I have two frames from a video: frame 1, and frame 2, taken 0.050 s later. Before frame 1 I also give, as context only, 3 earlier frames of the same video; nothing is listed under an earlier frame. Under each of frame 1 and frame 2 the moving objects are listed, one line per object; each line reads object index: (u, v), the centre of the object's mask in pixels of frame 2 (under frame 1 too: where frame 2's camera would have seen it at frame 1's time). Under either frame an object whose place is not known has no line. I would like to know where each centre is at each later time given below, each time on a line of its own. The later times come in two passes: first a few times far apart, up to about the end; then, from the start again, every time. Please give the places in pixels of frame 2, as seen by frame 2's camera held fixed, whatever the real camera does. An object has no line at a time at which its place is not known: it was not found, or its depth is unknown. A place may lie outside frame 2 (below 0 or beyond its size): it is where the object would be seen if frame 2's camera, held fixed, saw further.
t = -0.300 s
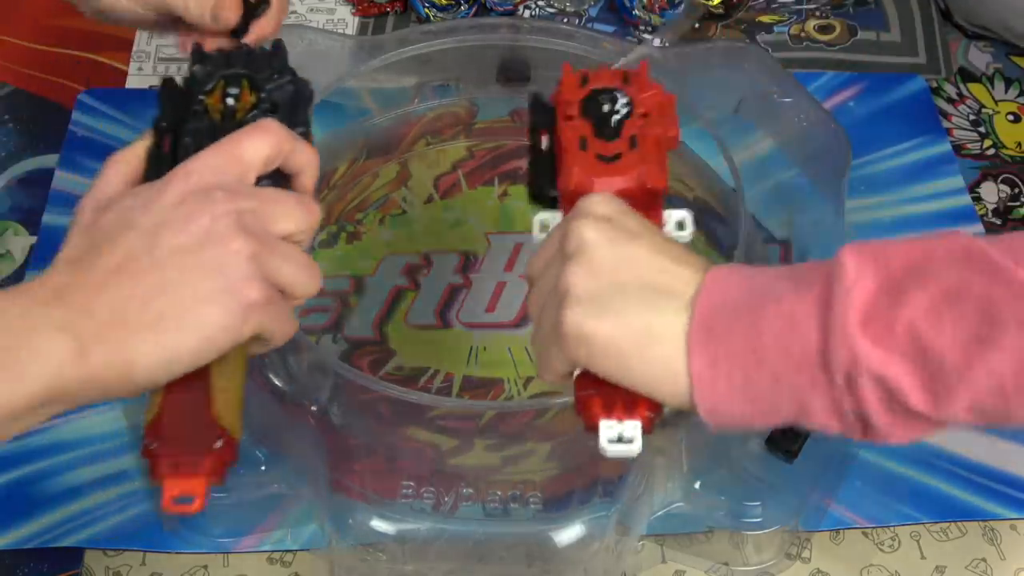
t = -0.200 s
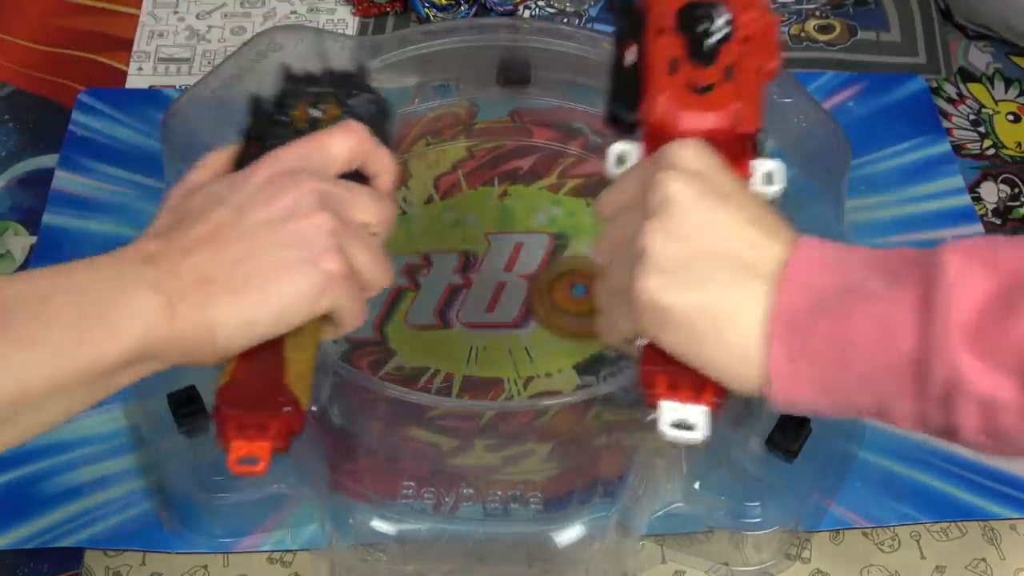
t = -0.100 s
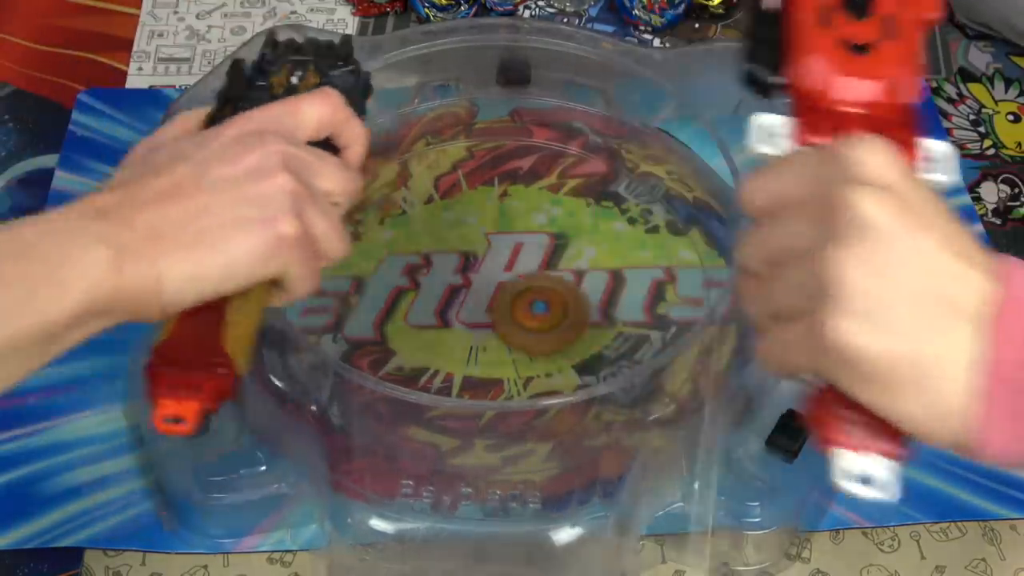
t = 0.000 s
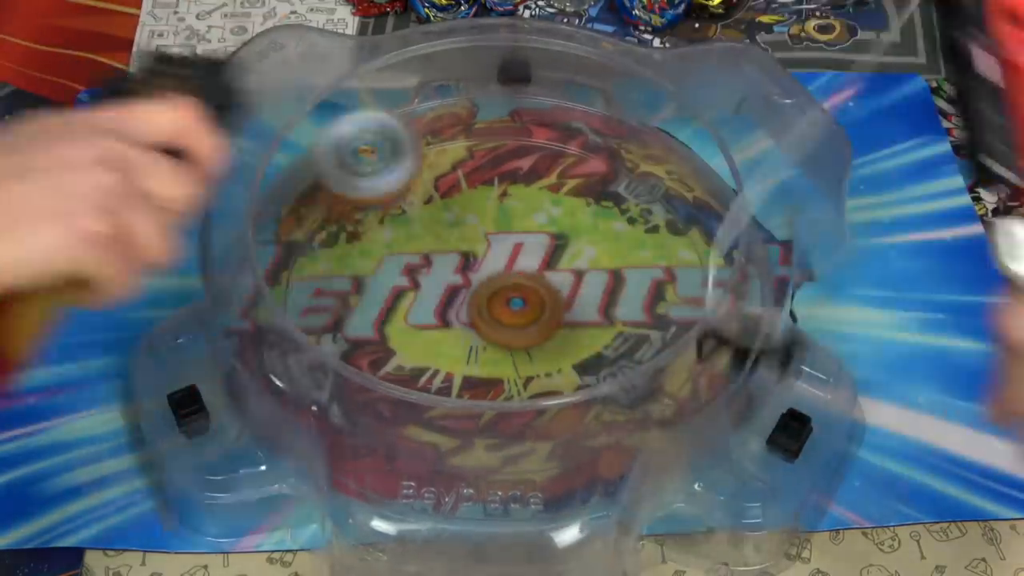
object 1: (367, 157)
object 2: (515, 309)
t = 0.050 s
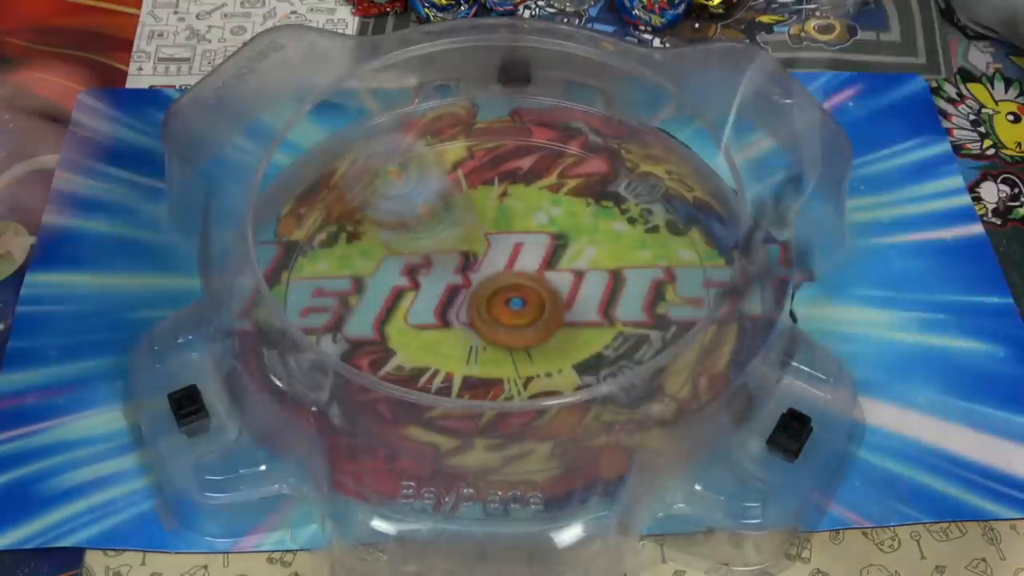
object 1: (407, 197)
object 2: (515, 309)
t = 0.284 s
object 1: (577, 226)
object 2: (540, 349)
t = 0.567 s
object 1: (623, 195)
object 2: (543, 345)
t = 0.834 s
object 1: (494, 200)
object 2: (533, 331)
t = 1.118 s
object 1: (401, 289)
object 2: (542, 337)
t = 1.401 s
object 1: (382, 304)
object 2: (557, 326)
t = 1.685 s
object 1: (438, 272)
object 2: (557, 323)
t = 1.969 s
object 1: (484, 211)
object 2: (565, 334)
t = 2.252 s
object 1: (475, 246)
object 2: (552, 327)
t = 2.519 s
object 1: (453, 261)
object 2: (541, 326)
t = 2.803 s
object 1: (423, 258)
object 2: (532, 324)
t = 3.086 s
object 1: (421, 275)
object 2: (550, 330)
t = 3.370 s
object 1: (401, 234)
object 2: (559, 324)
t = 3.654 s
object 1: (339, 218)
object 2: (638, 329)
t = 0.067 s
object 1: (422, 217)
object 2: (514, 309)
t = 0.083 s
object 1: (434, 222)
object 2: (515, 309)
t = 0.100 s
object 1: (451, 222)
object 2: (514, 308)
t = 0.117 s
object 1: (459, 220)
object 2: (515, 309)
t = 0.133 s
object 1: (464, 220)
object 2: (515, 308)
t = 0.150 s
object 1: (478, 220)
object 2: (516, 318)
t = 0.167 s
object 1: (506, 225)
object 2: (518, 322)
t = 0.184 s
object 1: (515, 228)
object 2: (521, 333)
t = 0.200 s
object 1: (533, 233)
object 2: (523, 336)
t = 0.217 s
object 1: (546, 227)
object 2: (525, 341)
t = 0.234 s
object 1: (552, 222)
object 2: (529, 344)
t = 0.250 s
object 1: (558, 221)
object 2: (533, 346)
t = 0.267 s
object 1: (571, 223)
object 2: (537, 349)
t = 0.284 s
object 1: (577, 226)
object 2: (540, 349)
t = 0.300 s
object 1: (586, 232)
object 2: (546, 350)
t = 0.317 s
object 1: (591, 229)
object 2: (549, 349)
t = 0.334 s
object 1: (595, 227)
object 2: (557, 347)
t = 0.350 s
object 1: (598, 229)
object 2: (560, 345)
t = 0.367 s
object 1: (604, 233)
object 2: (567, 341)
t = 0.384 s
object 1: (606, 235)
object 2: (573, 337)
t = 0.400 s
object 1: (608, 237)
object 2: (576, 333)
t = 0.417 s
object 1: (609, 237)
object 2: (578, 332)
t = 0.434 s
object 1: (612, 237)
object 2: (579, 331)
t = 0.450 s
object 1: (618, 228)
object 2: (576, 333)
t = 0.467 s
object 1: (621, 225)
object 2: (565, 337)
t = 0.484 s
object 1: (623, 219)
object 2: (559, 340)
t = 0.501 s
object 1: (626, 214)
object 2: (549, 346)
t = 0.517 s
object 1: (625, 210)
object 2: (547, 346)
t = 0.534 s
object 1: (626, 203)
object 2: (545, 347)
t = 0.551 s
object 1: (624, 199)
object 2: (544, 346)
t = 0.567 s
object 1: (623, 195)
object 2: (543, 345)
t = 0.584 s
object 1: (619, 192)
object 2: (543, 345)
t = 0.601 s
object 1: (615, 189)
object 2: (542, 344)
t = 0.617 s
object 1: (610, 187)
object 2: (542, 343)
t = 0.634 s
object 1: (604, 185)
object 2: (541, 342)
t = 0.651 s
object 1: (598, 185)
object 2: (541, 341)
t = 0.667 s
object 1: (589, 183)
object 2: (541, 340)
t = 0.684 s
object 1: (579, 183)
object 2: (540, 339)
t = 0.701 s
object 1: (573, 183)
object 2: (540, 339)
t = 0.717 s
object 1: (564, 183)
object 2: (539, 338)
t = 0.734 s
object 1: (552, 185)
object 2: (539, 337)
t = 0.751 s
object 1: (544, 187)
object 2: (538, 337)
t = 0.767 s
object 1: (532, 188)
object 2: (537, 336)
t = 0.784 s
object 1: (517, 191)
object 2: (536, 335)
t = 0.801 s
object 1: (512, 193)
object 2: (536, 334)
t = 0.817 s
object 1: (499, 198)
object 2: (535, 333)
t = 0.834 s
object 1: (494, 200)
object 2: (533, 331)
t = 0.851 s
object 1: (477, 208)
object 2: (532, 330)
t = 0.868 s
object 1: (472, 211)
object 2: (531, 329)
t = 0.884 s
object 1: (468, 215)
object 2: (530, 328)
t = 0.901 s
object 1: (462, 225)
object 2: (529, 327)
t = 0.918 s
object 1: (458, 228)
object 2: (527, 326)
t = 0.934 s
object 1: (452, 240)
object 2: (526, 324)
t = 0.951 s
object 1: (447, 244)
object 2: (524, 324)
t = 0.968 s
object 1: (447, 259)
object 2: (523, 323)
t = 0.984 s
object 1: (443, 261)
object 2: (528, 327)
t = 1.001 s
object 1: (432, 269)
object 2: (530, 330)
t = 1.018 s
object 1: (424, 271)
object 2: (535, 334)
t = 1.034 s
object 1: (419, 274)
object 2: (539, 337)
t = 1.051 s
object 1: (414, 277)
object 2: (540, 338)
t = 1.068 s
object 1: (409, 280)
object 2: (542, 339)
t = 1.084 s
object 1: (406, 282)
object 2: (542, 338)
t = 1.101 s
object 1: (403, 286)
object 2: (542, 338)
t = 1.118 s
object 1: (401, 289)
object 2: (542, 337)
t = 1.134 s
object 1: (400, 293)
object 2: (542, 336)
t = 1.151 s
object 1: (401, 296)
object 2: (541, 334)
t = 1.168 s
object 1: (401, 300)
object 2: (541, 333)
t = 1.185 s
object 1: (403, 302)
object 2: (541, 332)
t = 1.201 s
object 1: (406, 305)
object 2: (540, 330)
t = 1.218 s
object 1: (407, 308)
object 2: (539, 329)
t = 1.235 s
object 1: (410, 311)
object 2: (539, 328)
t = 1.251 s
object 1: (412, 313)
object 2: (539, 327)
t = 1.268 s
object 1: (425, 316)
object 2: (538, 326)
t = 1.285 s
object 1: (421, 314)
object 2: (544, 325)
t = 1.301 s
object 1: (419, 313)
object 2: (556, 326)
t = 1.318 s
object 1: (404, 313)
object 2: (557, 326)
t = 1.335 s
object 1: (401, 313)
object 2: (557, 327)
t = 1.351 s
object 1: (394, 310)
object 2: (557, 326)
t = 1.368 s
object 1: (389, 308)
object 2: (557, 326)
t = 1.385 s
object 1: (385, 305)
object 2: (557, 326)
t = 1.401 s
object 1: (382, 304)
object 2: (557, 326)
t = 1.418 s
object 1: (379, 301)
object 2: (557, 326)
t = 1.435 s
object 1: (378, 299)
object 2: (557, 325)
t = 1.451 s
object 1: (378, 297)
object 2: (557, 326)
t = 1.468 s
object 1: (379, 294)
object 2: (558, 326)
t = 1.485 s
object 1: (379, 293)
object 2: (557, 326)
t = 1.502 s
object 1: (382, 289)
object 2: (557, 325)
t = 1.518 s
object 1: (385, 288)
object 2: (558, 325)
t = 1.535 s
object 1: (388, 286)
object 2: (558, 325)
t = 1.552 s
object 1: (392, 285)
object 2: (558, 325)
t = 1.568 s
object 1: (396, 282)
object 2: (557, 325)
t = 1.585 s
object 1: (400, 281)
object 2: (558, 325)
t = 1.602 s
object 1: (408, 279)
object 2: (558, 324)
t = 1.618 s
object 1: (410, 277)
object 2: (558, 324)
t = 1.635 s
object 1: (420, 276)
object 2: (558, 324)
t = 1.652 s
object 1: (423, 276)
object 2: (558, 324)
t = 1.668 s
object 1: (432, 275)
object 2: (557, 324)
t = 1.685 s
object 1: (438, 272)
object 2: (557, 323)
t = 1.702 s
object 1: (446, 272)
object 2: (557, 323)
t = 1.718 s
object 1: (451, 270)
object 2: (557, 323)
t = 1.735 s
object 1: (460, 268)
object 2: (556, 323)
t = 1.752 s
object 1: (466, 268)
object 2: (556, 323)
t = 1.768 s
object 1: (473, 266)
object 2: (556, 323)
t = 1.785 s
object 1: (474, 260)
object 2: (561, 328)
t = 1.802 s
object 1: (479, 254)
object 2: (564, 332)
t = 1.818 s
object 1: (479, 248)
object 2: (565, 334)
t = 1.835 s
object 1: (481, 240)
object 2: (567, 337)
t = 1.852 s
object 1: (475, 233)
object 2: (566, 337)
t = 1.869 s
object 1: (475, 227)
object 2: (566, 336)
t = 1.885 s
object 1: (474, 223)
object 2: (566, 336)
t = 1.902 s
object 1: (483, 219)
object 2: (566, 335)
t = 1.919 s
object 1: (483, 216)
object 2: (565, 335)
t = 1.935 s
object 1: (484, 213)
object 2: (565, 335)
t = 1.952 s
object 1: (484, 212)
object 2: (565, 334)
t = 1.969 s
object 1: (484, 211)
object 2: (565, 334)
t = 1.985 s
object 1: (484, 211)
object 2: (565, 334)
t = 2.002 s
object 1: (484, 211)
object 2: (564, 334)
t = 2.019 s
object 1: (483, 211)
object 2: (564, 333)
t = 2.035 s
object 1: (483, 212)
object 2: (564, 333)
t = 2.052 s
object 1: (483, 213)
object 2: (563, 333)
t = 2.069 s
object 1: (482, 215)
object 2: (563, 332)
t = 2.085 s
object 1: (481, 217)
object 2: (562, 332)
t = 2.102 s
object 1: (480, 220)
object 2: (561, 332)
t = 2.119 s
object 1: (480, 222)
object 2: (561, 331)
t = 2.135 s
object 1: (479, 225)
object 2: (559, 330)
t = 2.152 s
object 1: (479, 227)
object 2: (559, 330)
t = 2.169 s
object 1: (478, 231)
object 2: (558, 330)
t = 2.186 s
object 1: (478, 233)
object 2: (557, 329)
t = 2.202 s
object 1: (477, 237)
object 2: (556, 329)
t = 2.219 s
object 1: (476, 239)
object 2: (554, 328)
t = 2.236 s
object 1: (476, 243)
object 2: (553, 328)
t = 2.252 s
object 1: (475, 246)
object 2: (552, 327)
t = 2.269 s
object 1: (476, 249)
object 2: (550, 326)
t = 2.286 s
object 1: (475, 251)
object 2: (549, 326)
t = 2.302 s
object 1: (475, 255)
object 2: (547, 325)
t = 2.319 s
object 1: (475, 257)
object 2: (546, 325)
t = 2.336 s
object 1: (474, 260)
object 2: (545, 325)
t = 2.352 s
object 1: (472, 261)
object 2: (545, 326)
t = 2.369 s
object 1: (470, 261)
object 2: (545, 328)
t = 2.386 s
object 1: (468, 262)
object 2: (545, 328)
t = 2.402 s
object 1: (467, 263)
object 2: (545, 328)
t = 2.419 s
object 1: (464, 262)
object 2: (544, 327)
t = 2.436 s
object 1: (463, 263)
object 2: (544, 327)
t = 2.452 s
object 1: (461, 262)
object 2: (543, 327)
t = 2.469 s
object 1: (459, 263)
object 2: (543, 327)
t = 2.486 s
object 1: (457, 262)
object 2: (542, 327)
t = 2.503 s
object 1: (455, 262)
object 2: (541, 326)
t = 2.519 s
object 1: (453, 261)
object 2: (541, 326)
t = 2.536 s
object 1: (450, 261)
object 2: (541, 326)
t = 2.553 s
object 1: (448, 260)
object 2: (540, 326)
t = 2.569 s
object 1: (447, 260)
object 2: (540, 326)
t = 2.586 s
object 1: (445, 260)
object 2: (539, 326)
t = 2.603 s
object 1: (443, 259)
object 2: (539, 325)
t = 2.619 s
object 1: (441, 259)
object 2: (538, 325)
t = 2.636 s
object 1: (439, 258)
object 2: (537, 325)
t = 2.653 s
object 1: (437, 257)
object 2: (537, 325)
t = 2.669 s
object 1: (435, 257)
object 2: (536, 325)
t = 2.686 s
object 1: (433, 257)
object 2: (536, 325)
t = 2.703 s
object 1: (432, 257)
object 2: (535, 325)
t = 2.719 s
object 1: (431, 257)
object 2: (535, 324)
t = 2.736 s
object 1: (429, 257)
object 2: (534, 324)
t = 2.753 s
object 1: (428, 257)
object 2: (533, 324)
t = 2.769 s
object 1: (427, 258)
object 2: (533, 323)
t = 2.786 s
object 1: (425, 258)
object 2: (532, 324)
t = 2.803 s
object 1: (423, 258)
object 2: (532, 324)
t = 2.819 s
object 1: (420, 258)
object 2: (531, 323)
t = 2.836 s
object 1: (417, 259)
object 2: (531, 323)
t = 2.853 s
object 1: (415, 259)
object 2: (530, 323)
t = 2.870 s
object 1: (413, 260)
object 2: (529, 323)
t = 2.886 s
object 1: (411, 261)
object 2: (529, 323)
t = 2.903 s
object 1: (410, 262)
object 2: (529, 322)
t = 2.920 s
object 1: (410, 263)
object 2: (528, 322)
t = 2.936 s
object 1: (409, 265)
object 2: (528, 322)
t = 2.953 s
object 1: (409, 267)
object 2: (527, 322)
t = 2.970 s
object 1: (410, 270)
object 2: (527, 321)
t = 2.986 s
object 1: (411, 272)
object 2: (526, 321)
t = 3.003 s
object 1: (414, 277)
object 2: (526, 321)
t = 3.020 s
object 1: (417, 280)
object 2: (526, 321)
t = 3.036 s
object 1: (422, 283)
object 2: (526, 321)
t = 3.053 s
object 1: (422, 281)
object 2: (532, 323)
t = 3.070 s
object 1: (423, 280)
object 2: (540, 328)
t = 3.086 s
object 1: (421, 275)
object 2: (550, 330)
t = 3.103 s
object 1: (420, 271)
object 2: (562, 336)
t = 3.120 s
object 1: (419, 266)
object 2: (570, 339)
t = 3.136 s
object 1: (419, 263)
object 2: (574, 340)
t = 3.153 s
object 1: (417, 259)
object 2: (579, 342)
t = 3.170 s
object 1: (418, 256)
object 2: (582, 342)
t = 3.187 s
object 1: (417, 252)
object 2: (584, 342)
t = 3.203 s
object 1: (415, 249)
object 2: (584, 341)
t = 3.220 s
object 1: (414, 246)
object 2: (584, 340)
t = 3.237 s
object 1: (413, 243)
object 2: (585, 339)
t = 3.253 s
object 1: (411, 241)
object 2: (583, 338)
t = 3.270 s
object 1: (409, 239)
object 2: (581, 336)
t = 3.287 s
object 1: (408, 238)
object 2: (579, 335)
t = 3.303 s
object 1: (407, 236)
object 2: (576, 333)
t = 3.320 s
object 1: (406, 235)
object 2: (574, 332)
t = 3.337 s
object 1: (404, 234)
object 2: (568, 328)
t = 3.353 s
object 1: (403, 234)
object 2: (565, 327)
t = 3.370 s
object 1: (401, 234)
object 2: (559, 324)
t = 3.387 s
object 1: (400, 235)
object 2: (555, 320)
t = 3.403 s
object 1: (399, 236)
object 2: (549, 317)
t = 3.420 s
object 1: (398, 238)
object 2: (544, 315)
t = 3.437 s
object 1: (398, 240)
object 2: (539, 311)
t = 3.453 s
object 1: (399, 242)
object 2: (533, 308)
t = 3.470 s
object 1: (400, 245)
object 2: (529, 305)
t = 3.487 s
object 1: (402, 247)
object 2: (524, 303)
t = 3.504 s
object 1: (406, 251)
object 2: (519, 300)
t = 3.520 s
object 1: (409, 253)
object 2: (516, 299)
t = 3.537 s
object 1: (413, 256)
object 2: (513, 297)
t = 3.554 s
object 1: (401, 249)
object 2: (531, 306)
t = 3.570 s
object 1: (390, 242)
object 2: (560, 315)
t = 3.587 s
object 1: (382, 236)
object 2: (573, 319)
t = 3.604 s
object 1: (369, 229)
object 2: (600, 327)
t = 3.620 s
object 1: (362, 226)
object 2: (613, 330)
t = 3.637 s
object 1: (347, 220)
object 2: (626, 330)
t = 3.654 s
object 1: (339, 218)
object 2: (638, 329)
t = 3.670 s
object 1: (332, 213)
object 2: (642, 328)
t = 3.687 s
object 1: (323, 211)
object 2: (649, 326)
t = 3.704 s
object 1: (319, 212)
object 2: (653, 324)
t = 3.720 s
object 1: (313, 213)
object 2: (656, 323)
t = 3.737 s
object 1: (310, 216)
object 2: (660, 320)
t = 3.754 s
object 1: (307, 219)
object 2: (661, 319)
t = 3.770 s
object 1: (306, 223)
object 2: (662, 315)
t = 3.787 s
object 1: (304, 228)
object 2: (662, 313)
